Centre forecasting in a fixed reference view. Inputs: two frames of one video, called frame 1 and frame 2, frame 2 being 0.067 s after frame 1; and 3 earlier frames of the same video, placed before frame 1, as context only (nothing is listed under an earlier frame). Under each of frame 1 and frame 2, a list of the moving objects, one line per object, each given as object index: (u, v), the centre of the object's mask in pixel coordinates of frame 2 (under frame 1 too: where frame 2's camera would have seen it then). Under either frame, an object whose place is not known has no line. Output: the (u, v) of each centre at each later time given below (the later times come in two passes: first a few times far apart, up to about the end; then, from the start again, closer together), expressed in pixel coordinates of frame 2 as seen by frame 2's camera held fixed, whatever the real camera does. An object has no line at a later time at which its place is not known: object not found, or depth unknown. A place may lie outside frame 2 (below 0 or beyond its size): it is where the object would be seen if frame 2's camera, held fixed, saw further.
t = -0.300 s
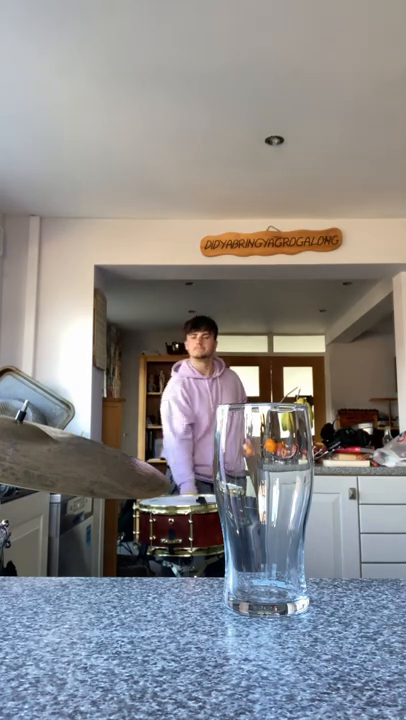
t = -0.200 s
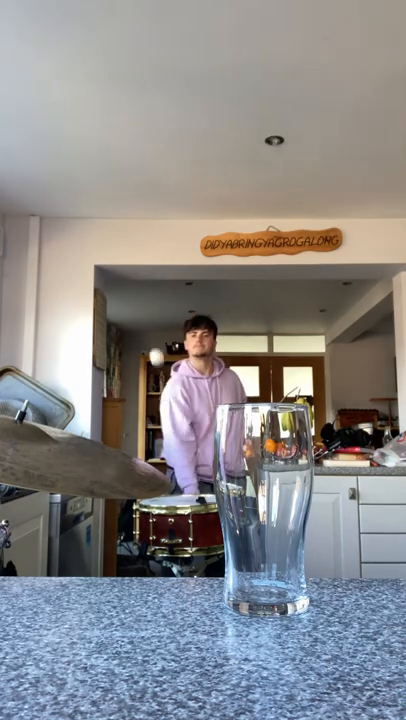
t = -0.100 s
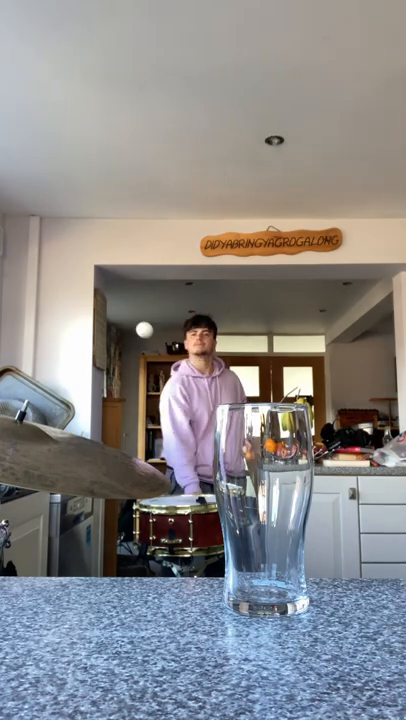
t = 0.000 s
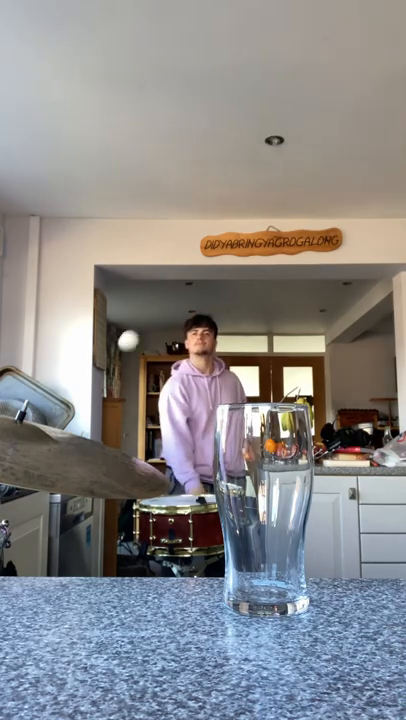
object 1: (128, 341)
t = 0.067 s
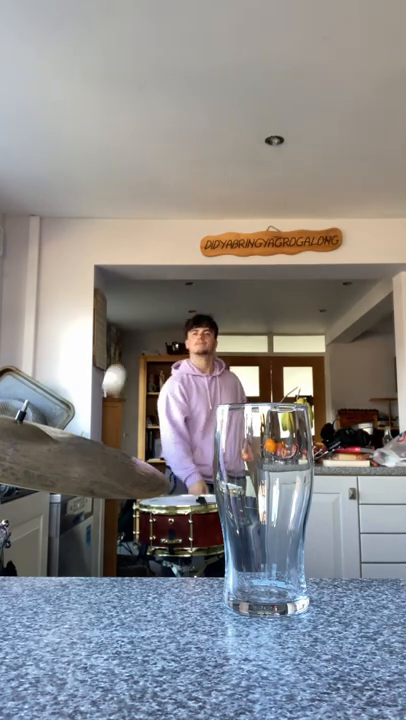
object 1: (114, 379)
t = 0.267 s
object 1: (167, 353)
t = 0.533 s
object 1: (270, 505)
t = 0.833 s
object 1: (246, 502)
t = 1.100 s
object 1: (250, 514)
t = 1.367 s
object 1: (264, 522)
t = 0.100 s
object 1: (105, 413)
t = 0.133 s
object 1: (105, 426)
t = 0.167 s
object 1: (118, 400)
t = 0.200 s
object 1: (132, 379)
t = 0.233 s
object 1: (149, 363)
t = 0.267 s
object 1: (167, 353)
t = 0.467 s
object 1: (277, 466)
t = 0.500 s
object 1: (251, 506)
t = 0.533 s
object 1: (270, 505)
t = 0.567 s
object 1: (258, 496)
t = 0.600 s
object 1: (248, 487)
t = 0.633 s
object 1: (272, 488)
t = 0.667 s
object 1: (276, 496)
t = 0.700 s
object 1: (248, 499)
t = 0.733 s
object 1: (257, 496)
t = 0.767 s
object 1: (278, 497)
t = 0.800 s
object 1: (268, 501)
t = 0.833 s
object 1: (246, 502)
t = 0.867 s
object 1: (260, 502)
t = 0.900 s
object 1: (277, 505)
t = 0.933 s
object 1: (263, 508)
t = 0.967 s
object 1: (248, 508)
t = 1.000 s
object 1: (262, 508)
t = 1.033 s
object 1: (277, 512)
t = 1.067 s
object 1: (259, 517)
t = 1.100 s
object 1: (250, 514)
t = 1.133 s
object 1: (268, 515)
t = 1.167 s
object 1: (274, 520)
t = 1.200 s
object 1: (254, 521)
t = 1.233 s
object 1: (256, 519)
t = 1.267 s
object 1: (274, 520)
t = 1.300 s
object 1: (266, 525)
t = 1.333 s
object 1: (250, 525)
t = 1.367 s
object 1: (264, 522)
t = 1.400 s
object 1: (275, 527)
